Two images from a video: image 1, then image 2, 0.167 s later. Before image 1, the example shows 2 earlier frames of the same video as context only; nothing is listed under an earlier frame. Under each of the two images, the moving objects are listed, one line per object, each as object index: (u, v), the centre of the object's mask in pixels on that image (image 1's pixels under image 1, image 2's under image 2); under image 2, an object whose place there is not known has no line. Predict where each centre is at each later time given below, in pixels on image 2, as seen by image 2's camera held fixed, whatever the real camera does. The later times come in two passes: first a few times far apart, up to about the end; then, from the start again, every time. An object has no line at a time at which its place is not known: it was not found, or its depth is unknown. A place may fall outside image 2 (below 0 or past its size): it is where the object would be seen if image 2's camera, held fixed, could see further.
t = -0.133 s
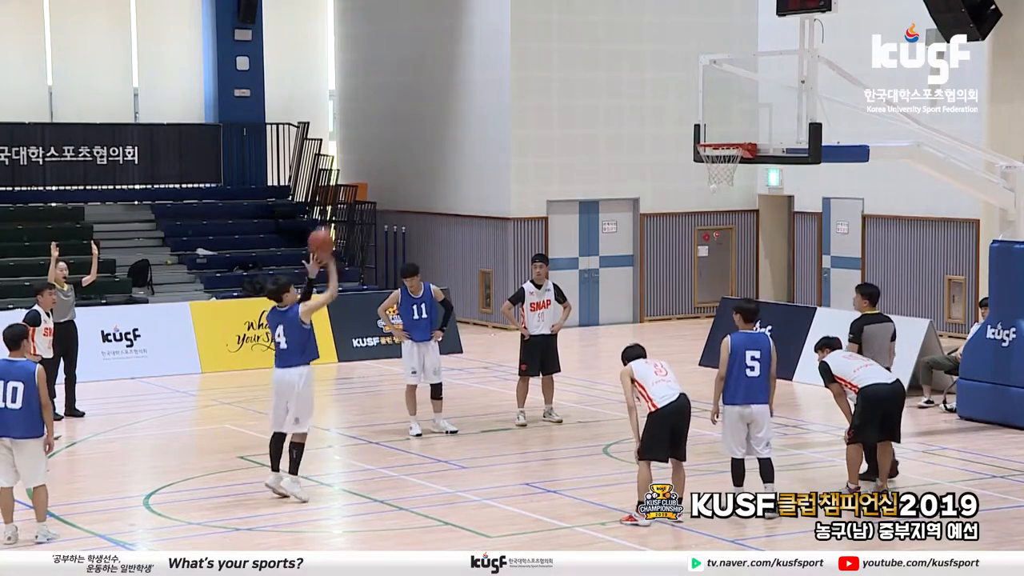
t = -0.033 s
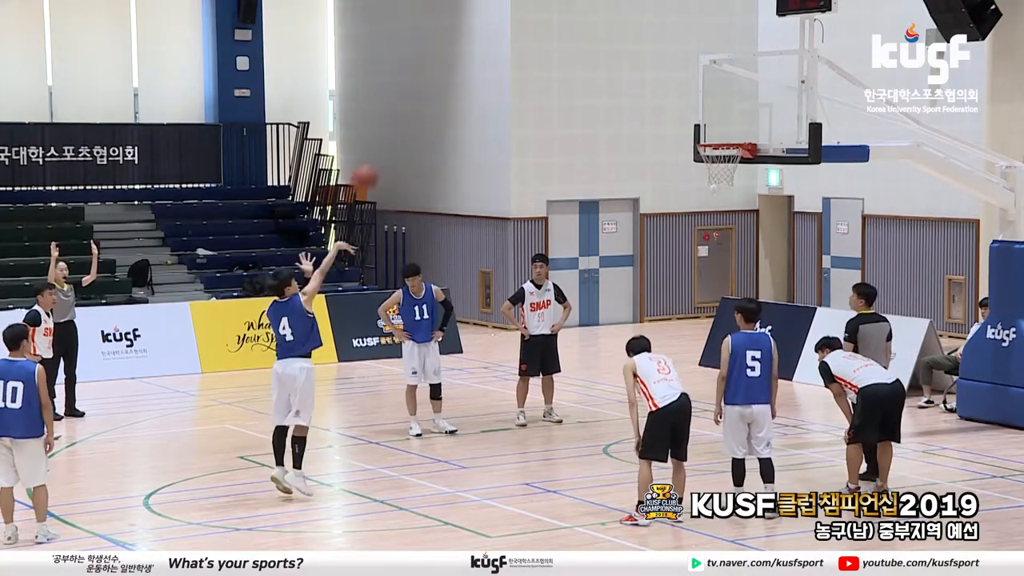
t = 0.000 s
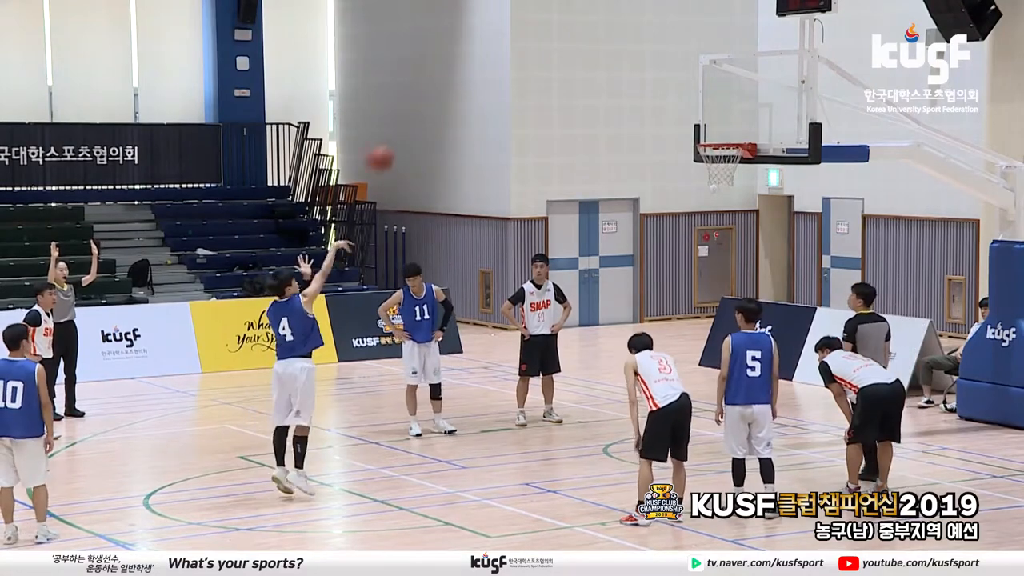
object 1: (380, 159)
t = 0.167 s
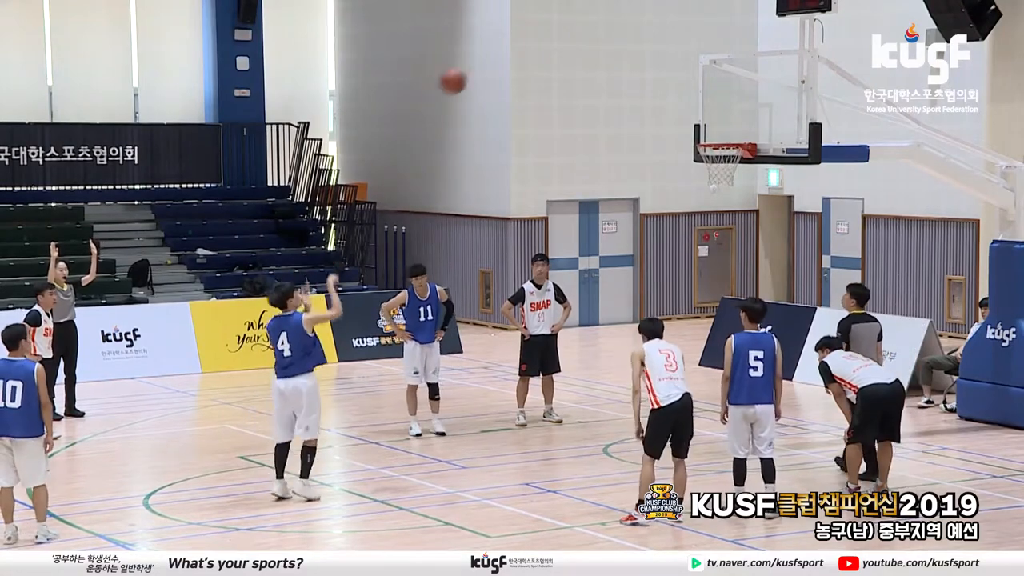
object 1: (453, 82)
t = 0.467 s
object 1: (576, 17)
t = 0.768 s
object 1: (692, 45)
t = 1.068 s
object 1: (717, 138)
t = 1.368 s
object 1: (751, 126)
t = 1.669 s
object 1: (763, 155)
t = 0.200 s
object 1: (466, 70)
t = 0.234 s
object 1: (481, 59)
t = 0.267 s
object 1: (495, 49)
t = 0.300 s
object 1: (509, 41)
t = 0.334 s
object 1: (523, 33)
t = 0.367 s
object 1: (536, 28)
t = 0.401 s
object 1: (550, 23)
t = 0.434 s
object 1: (563, 20)
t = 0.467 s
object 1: (576, 17)
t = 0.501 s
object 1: (590, 16)
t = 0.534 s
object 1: (603, 16)
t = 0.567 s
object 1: (616, 17)
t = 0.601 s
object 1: (629, 19)
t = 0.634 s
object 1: (642, 22)
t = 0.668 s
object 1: (654, 26)
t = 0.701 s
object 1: (667, 31)
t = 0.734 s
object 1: (680, 38)
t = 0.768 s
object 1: (692, 45)
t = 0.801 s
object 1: (704, 53)
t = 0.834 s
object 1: (716, 63)
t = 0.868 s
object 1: (728, 74)
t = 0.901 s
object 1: (740, 85)
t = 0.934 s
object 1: (748, 97)
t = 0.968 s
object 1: (740, 108)
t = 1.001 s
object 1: (732, 120)
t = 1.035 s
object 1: (724, 132)
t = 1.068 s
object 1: (717, 138)
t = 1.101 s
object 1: (715, 137)
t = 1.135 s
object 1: (715, 137)
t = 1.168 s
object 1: (721, 136)
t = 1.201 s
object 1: (729, 134)
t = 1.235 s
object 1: (736, 132)
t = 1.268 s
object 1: (741, 130)
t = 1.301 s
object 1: (744, 128)
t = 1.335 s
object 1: (747, 127)
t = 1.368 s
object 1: (751, 126)
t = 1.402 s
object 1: (754, 127)
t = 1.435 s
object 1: (755, 127)
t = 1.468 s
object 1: (756, 128)
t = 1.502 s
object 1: (757, 130)
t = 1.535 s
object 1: (758, 133)
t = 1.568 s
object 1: (759, 137)
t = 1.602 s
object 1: (760, 142)
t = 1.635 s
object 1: (761, 148)
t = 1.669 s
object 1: (763, 155)
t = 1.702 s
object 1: (763, 164)
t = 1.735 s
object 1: (764, 174)
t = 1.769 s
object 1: (765, 185)
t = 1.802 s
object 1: (766, 196)
